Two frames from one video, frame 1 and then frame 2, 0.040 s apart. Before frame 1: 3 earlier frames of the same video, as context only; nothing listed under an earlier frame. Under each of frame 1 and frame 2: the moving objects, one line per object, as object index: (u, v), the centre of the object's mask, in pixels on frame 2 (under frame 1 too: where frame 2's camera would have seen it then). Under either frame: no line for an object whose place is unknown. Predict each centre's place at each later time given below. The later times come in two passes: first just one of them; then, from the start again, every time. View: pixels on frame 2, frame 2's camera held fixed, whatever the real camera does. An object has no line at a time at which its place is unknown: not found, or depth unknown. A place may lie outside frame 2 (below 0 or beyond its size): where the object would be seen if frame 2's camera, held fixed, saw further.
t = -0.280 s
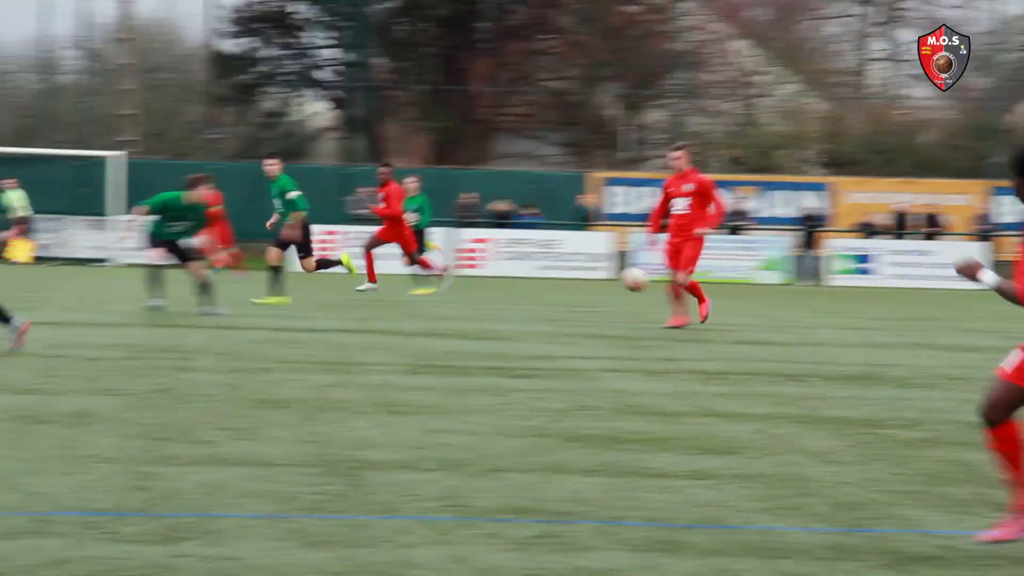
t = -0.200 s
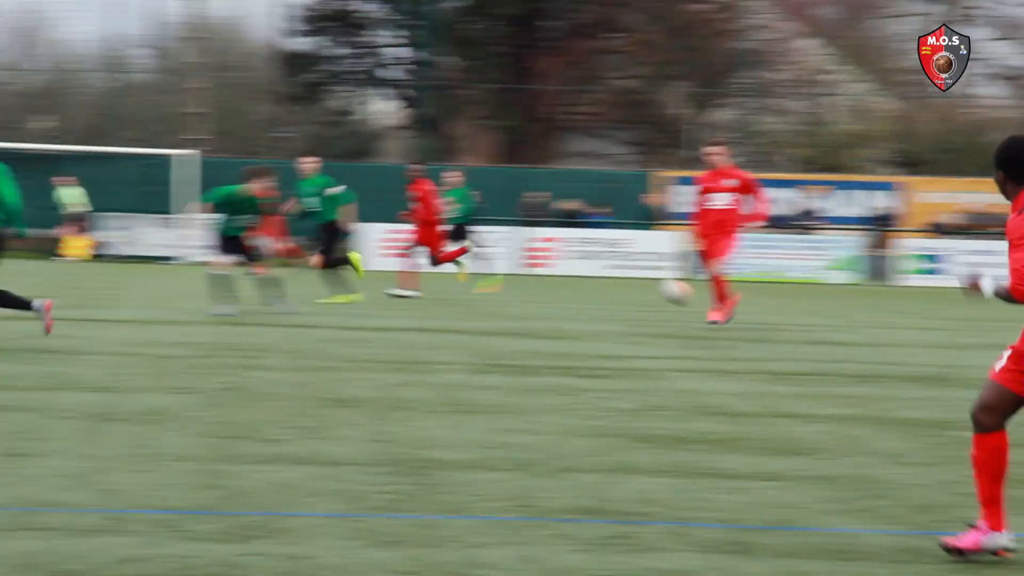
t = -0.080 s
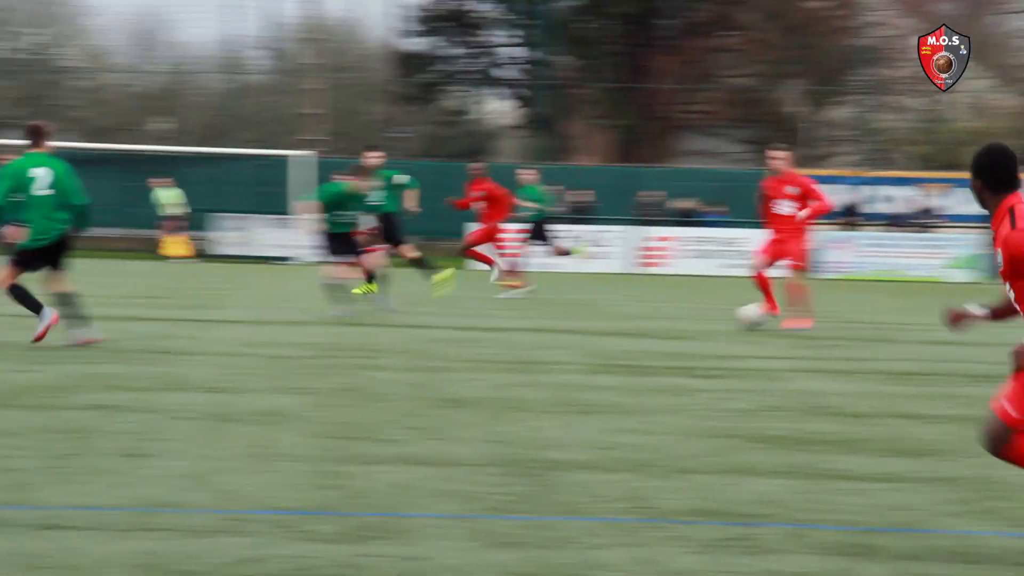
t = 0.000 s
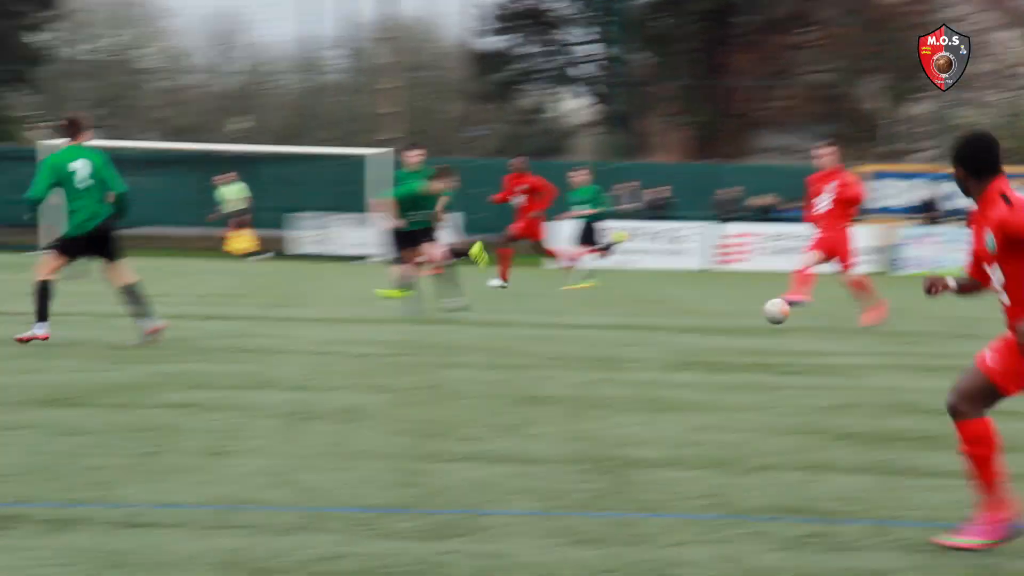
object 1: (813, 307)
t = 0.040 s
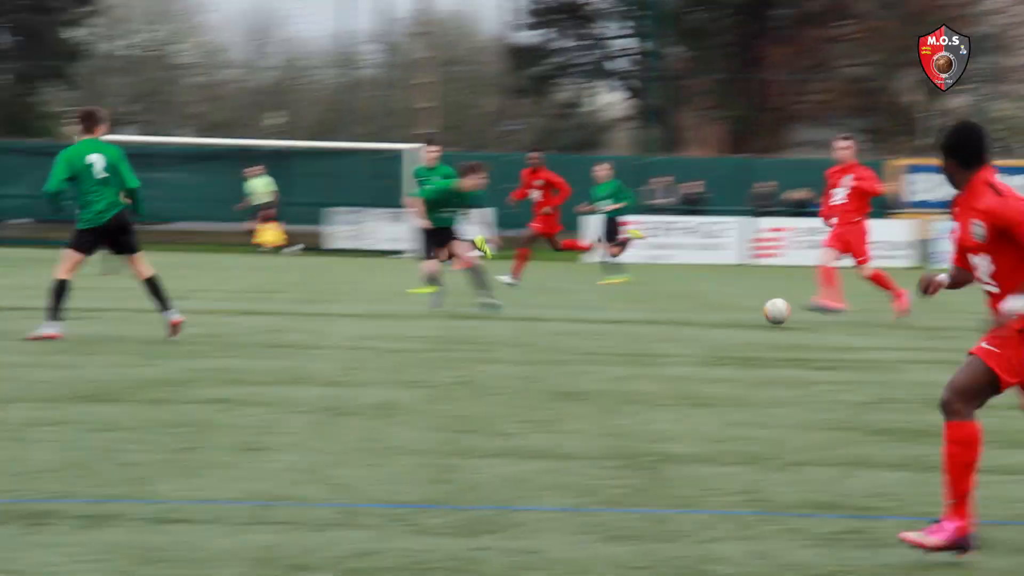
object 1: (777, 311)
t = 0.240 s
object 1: (614, 318)
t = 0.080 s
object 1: (743, 314)
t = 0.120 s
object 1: (709, 311)
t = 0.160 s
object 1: (677, 308)
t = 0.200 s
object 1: (647, 310)
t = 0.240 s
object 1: (614, 318)
